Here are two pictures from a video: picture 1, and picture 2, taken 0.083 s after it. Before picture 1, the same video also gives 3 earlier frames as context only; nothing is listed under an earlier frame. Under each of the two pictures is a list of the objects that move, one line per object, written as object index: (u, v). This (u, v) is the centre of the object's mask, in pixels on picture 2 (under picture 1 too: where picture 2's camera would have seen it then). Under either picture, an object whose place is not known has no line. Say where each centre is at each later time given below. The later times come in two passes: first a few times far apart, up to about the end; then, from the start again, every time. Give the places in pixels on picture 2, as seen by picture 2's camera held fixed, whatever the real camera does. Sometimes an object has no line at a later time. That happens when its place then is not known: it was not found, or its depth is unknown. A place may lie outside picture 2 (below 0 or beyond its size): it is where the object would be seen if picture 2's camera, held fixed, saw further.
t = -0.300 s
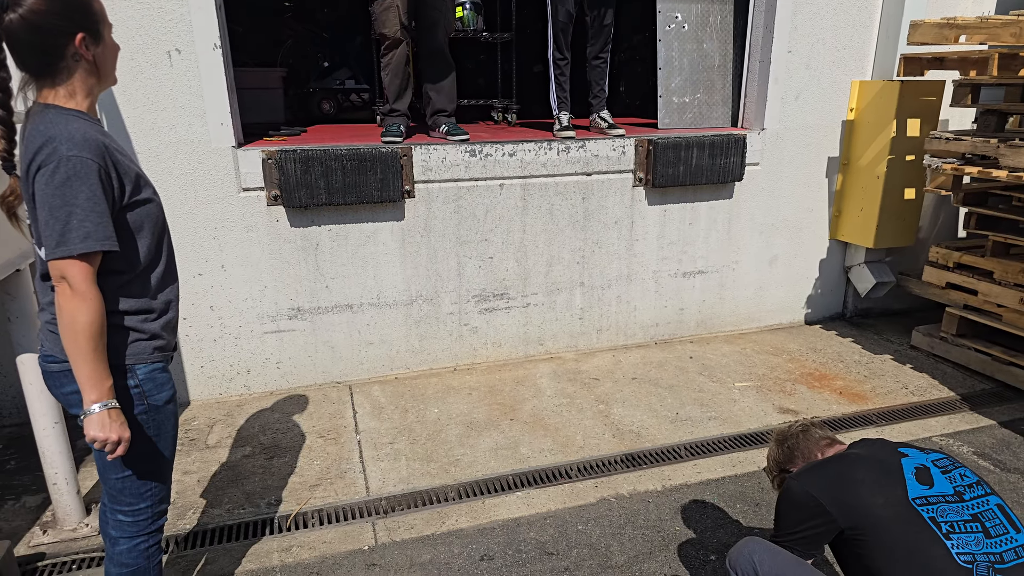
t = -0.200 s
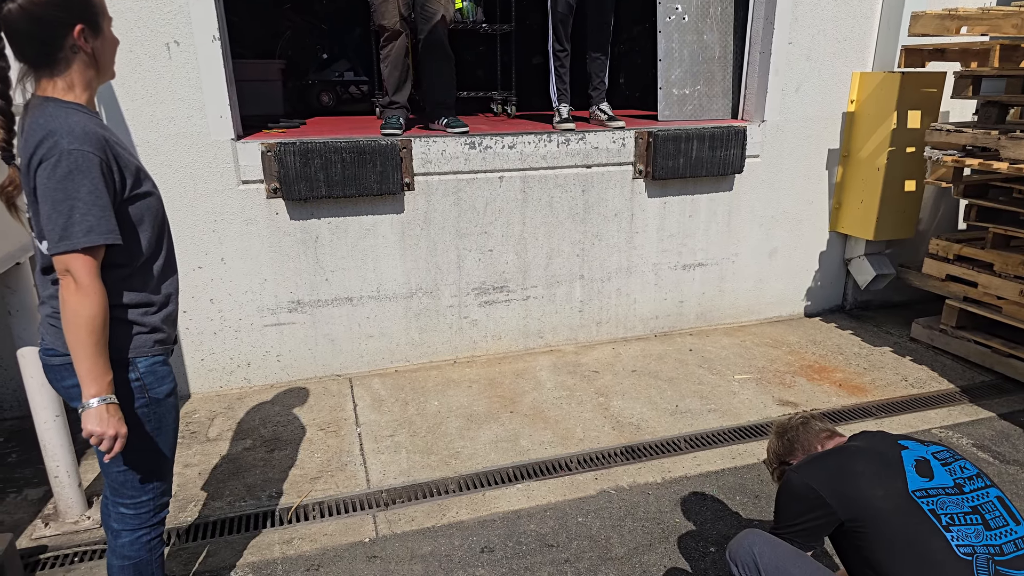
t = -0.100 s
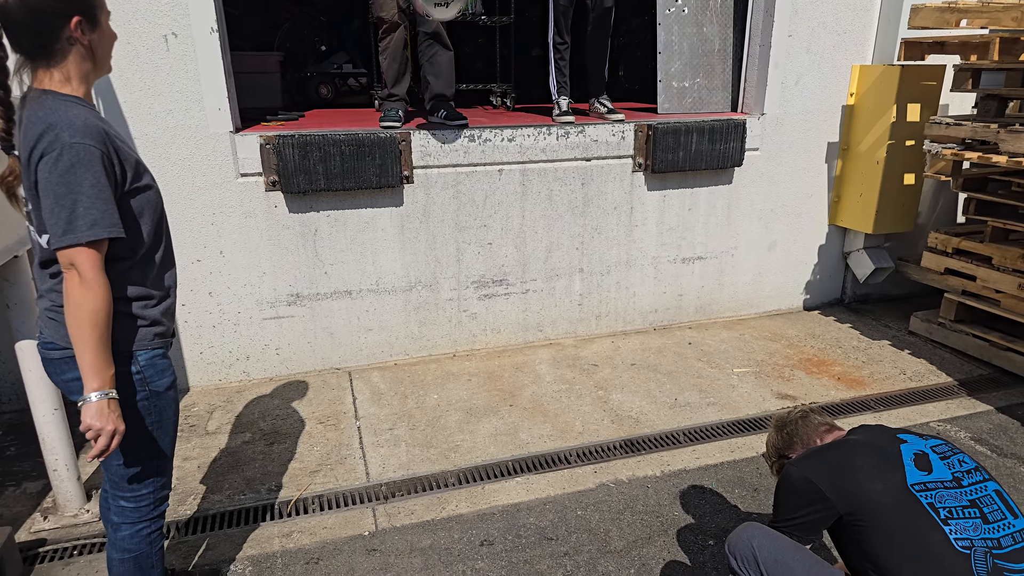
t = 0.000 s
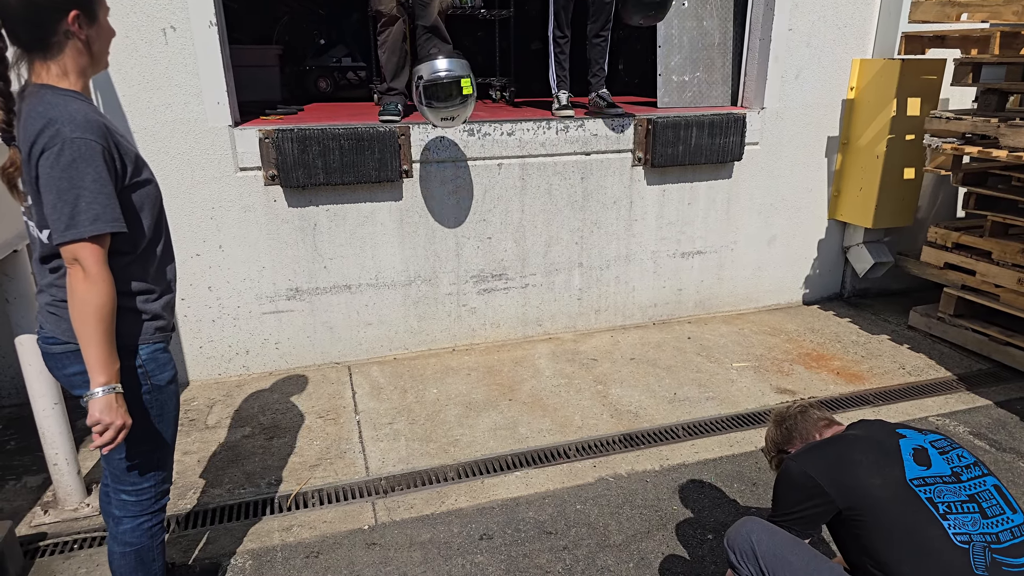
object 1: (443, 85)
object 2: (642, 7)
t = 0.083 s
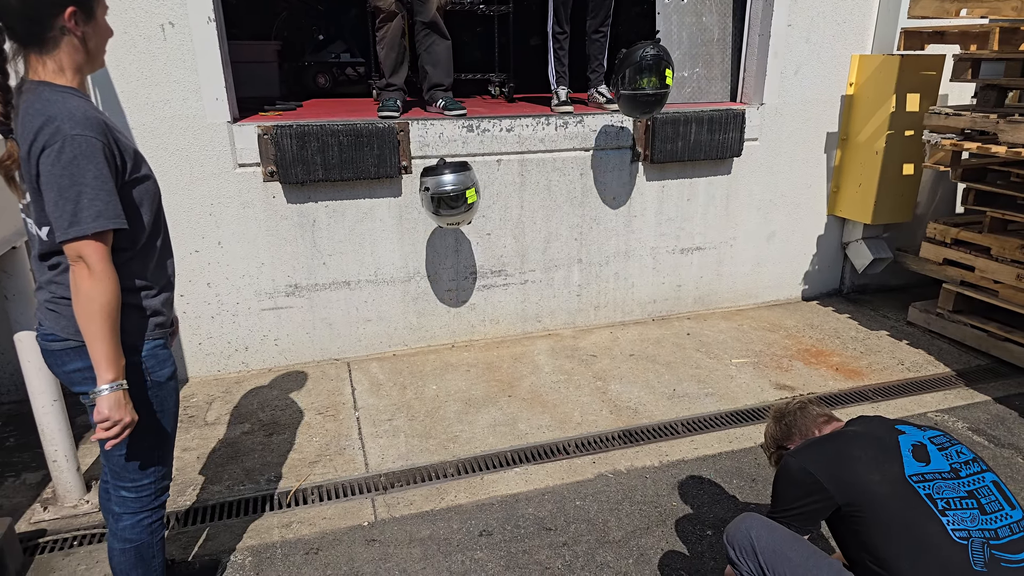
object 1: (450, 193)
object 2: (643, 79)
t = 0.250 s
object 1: (460, 346)
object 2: (636, 298)
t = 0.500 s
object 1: (466, 309)
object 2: (635, 258)
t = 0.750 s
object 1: (484, 378)
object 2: (630, 275)
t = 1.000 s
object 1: (518, 374)
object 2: (619, 322)
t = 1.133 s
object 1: (533, 378)
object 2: (605, 328)
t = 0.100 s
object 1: (451, 215)
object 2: (642, 100)
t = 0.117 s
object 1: (453, 237)
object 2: (641, 122)
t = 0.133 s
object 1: (454, 259)
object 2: (641, 144)
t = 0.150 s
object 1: (456, 281)
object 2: (640, 166)
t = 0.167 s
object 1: (457, 304)
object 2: (639, 188)
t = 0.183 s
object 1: (458, 326)
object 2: (639, 209)
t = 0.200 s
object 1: (459, 348)
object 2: (638, 231)
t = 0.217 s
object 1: (459, 358)
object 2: (637, 253)
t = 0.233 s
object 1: (460, 355)
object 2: (636, 276)
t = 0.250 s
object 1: (460, 346)
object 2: (636, 298)
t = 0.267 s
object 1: (461, 339)
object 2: (635, 320)
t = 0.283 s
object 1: (461, 332)
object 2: (635, 330)
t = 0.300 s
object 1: (461, 328)
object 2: (635, 327)
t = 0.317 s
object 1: (461, 323)
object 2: (634, 319)
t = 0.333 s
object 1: (461, 320)
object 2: (634, 311)
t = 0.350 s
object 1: (462, 316)
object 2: (635, 303)
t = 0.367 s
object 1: (462, 314)
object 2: (635, 295)
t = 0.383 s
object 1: (462, 311)
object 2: (635, 287)
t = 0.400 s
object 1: (463, 309)
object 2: (635, 281)
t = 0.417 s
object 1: (463, 308)
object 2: (635, 275)
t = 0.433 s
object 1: (463, 307)
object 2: (635, 272)
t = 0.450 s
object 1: (464, 307)
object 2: (636, 268)
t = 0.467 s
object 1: (464, 307)
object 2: (635, 266)
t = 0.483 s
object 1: (465, 308)
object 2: (635, 261)
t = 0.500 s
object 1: (466, 309)
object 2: (635, 258)
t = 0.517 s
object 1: (466, 311)
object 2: (635, 256)
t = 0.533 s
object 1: (467, 313)
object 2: (635, 253)
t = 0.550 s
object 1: (467, 316)
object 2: (634, 252)
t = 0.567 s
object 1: (468, 320)
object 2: (634, 250)
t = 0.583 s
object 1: (469, 324)
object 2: (634, 250)
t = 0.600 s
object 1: (469, 329)
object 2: (634, 250)
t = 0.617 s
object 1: (470, 334)
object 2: (633, 251)
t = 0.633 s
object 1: (471, 340)
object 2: (633, 253)
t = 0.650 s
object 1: (472, 347)
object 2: (633, 255)
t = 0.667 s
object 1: (472, 355)
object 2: (633, 258)
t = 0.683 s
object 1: (473, 363)
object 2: (632, 261)
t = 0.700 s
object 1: (474, 371)
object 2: (632, 263)
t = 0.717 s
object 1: (476, 377)
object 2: (631, 267)
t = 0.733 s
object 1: (481, 377)
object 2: (631, 271)
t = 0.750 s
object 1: (484, 378)
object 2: (630, 275)
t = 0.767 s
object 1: (484, 377)
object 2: (630, 281)
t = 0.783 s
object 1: (485, 378)
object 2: (629, 286)
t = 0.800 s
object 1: (486, 378)
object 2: (628, 293)
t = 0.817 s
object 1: (490, 378)
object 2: (628, 299)
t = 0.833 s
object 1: (492, 377)
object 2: (627, 306)
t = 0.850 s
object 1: (495, 376)
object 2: (627, 315)
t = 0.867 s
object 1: (497, 376)
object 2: (626, 322)
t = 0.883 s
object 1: (501, 376)
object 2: (625, 326)
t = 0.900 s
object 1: (503, 375)
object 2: (624, 325)
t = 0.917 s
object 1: (506, 374)
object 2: (624, 324)
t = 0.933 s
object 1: (508, 374)
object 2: (624, 324)
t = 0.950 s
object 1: (511, 374)
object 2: (623, 324)
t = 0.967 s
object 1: (513, 373)
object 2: (622, 323)
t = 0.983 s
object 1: (516, 373)
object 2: (621, 322)
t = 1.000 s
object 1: (518, 374)
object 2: (619, 322)
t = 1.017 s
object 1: (520, 373)
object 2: (617, 322)
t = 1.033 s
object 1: (522, 373)
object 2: (615, 321)
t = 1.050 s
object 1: (524, 374)
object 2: (613, 323)
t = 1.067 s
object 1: (526, 374)
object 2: (612, 326)
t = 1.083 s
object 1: (528, 375)
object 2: (610, 328)
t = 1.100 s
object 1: (530, 375)
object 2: (608, 327)
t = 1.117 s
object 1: (531, 377)
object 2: (607, 327)
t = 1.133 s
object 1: (533, 378)
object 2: (605, 328)
